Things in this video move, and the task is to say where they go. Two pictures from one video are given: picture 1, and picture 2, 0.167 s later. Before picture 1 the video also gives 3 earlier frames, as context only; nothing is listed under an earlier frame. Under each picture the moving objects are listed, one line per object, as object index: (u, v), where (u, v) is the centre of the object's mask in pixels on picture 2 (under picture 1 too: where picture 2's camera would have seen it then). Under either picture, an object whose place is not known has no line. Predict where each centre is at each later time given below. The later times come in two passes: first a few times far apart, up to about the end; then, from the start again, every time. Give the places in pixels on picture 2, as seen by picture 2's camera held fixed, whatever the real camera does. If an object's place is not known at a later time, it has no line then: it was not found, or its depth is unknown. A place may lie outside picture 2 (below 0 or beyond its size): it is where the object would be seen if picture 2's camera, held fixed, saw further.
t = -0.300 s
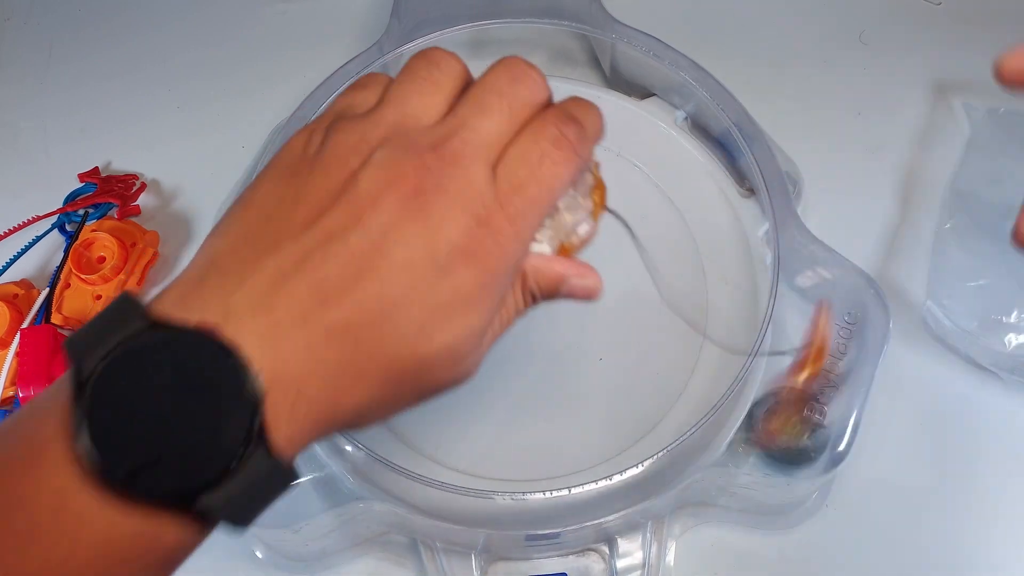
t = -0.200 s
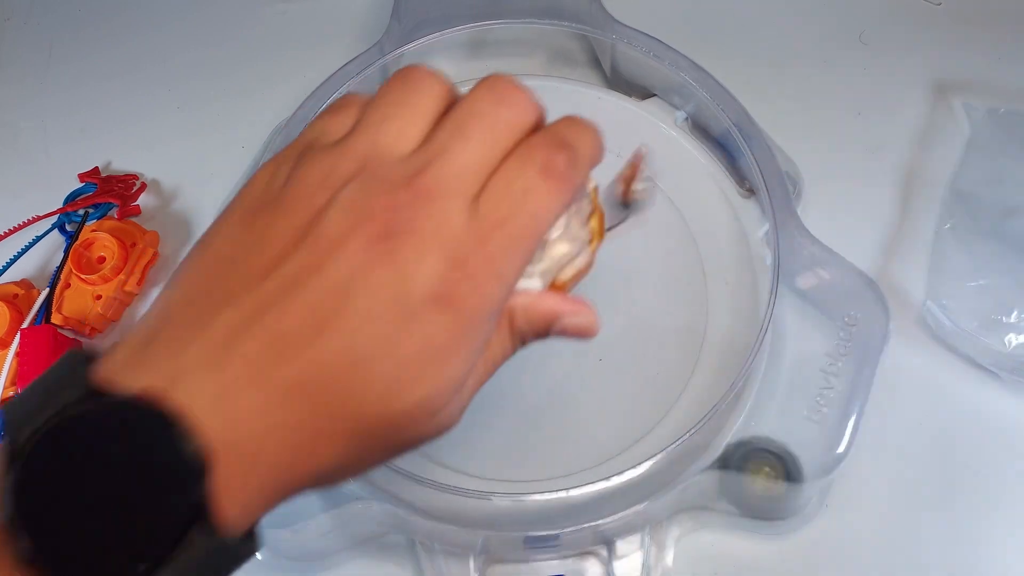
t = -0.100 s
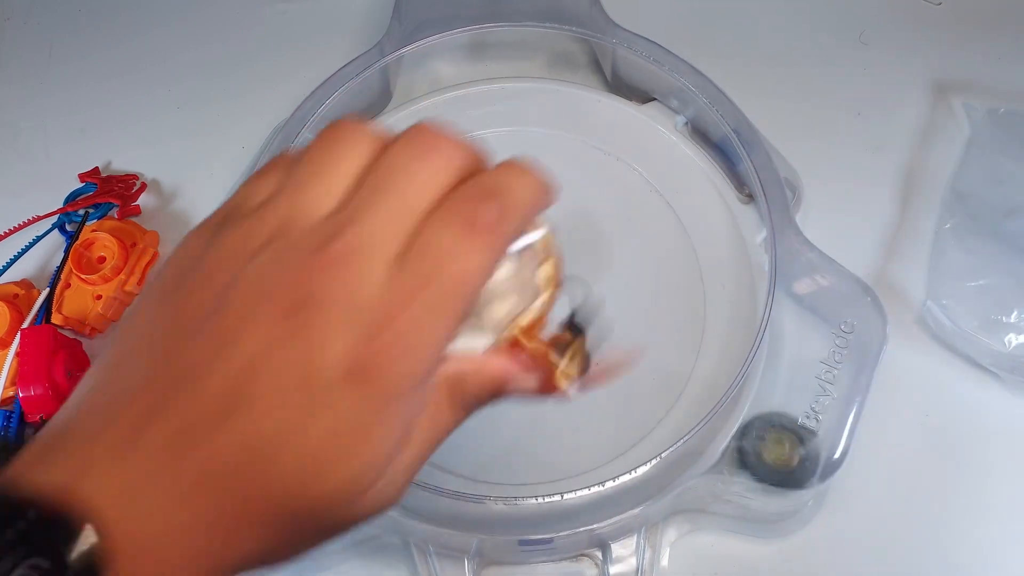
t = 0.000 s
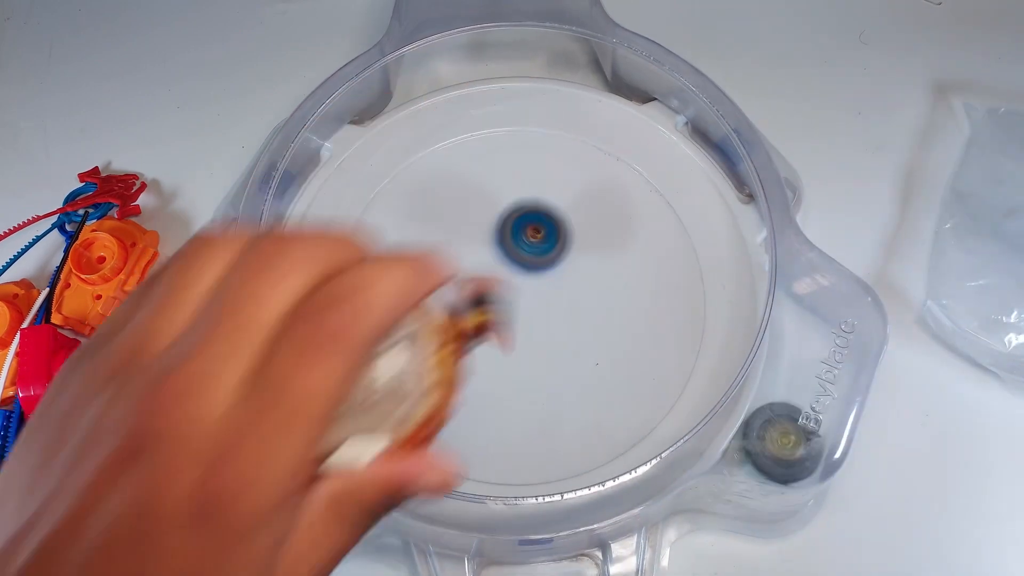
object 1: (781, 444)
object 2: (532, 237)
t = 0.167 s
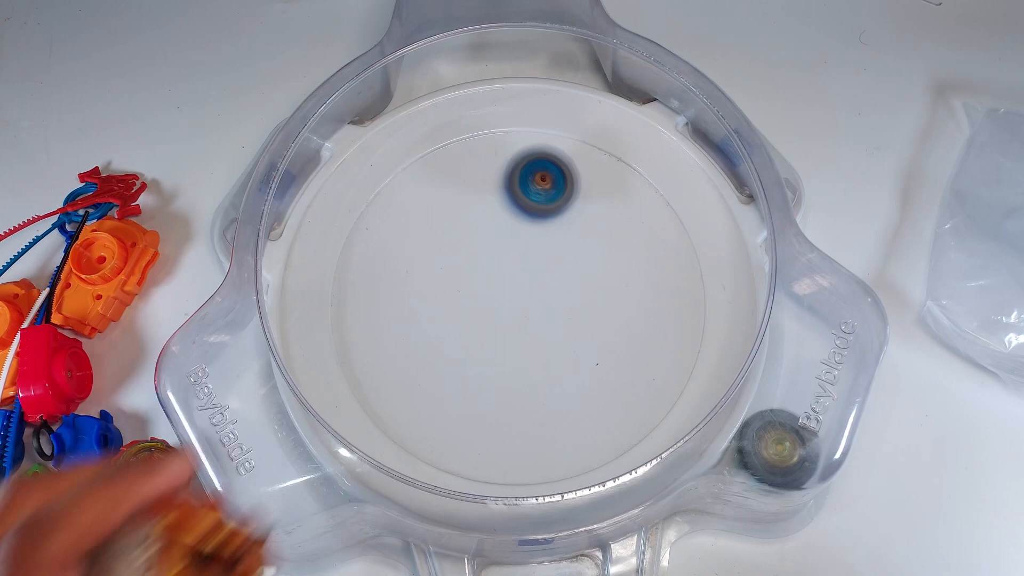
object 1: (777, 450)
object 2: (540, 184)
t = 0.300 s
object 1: (772, 457)
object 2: (498, 169)
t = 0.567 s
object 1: (772, 459)
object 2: (447, 257)
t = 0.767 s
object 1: (772, 459)
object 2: (598, 319)
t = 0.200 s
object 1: (778, 453)
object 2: (533, 179)
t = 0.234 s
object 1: (774, 454)
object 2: (524, 174)
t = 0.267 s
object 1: (775, 457)
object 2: (512, 171)
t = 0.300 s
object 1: (772, 457)
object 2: (498, 169)
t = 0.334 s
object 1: (770, 458)
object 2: (485, 170)
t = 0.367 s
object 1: (773, 460)
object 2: (471, 173)
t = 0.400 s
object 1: (770, 460)
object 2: (459, 179)
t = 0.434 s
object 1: (768, 460)
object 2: (449, 188)
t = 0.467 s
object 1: (770, 461)
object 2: (441, 201)
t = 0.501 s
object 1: (772, 461)
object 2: (437, 219)
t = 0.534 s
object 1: (772, 460)
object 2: (439, 237)
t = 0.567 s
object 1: (772, 459)
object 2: (447, 257)
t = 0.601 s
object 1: (775, 458)
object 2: (460, 274)
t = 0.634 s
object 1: (775, 456)
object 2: (479, 290)
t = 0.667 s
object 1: (774, 454)
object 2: (500, 303)
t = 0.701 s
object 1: (776, 455)
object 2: (525, 313)
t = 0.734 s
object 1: (773, 455)
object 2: (552, 319)
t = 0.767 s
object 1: (772, 459)
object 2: (598, 319)
